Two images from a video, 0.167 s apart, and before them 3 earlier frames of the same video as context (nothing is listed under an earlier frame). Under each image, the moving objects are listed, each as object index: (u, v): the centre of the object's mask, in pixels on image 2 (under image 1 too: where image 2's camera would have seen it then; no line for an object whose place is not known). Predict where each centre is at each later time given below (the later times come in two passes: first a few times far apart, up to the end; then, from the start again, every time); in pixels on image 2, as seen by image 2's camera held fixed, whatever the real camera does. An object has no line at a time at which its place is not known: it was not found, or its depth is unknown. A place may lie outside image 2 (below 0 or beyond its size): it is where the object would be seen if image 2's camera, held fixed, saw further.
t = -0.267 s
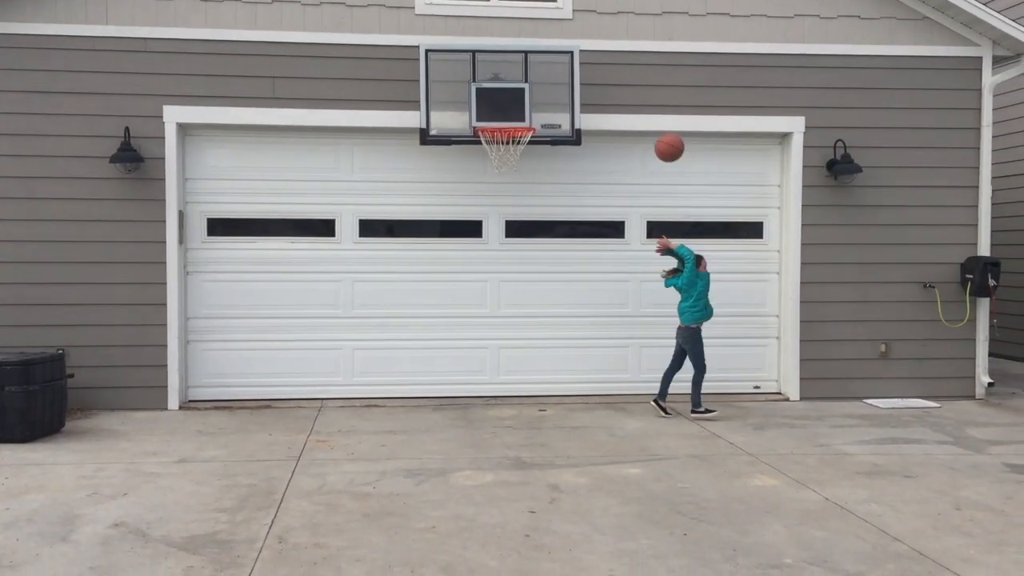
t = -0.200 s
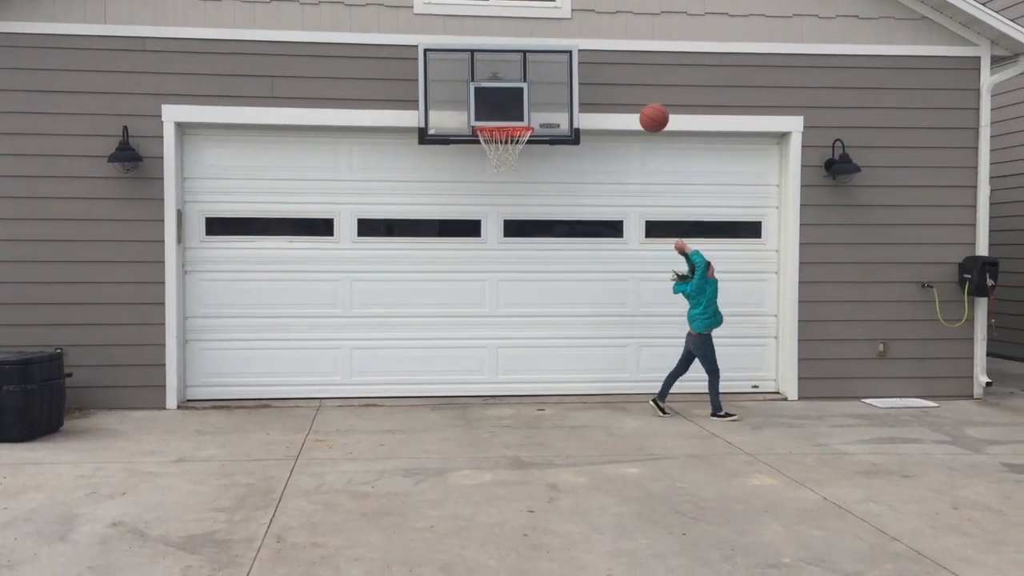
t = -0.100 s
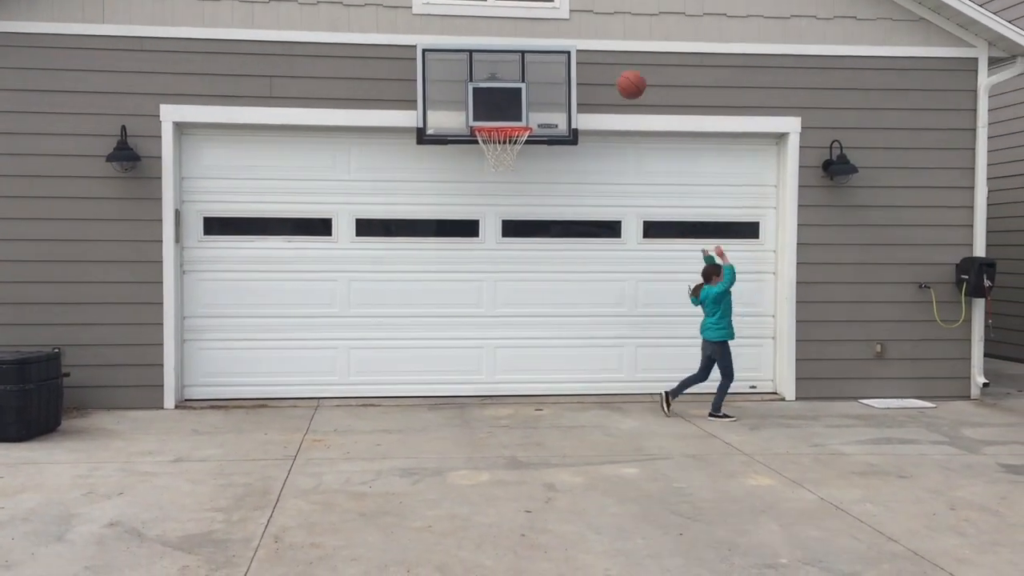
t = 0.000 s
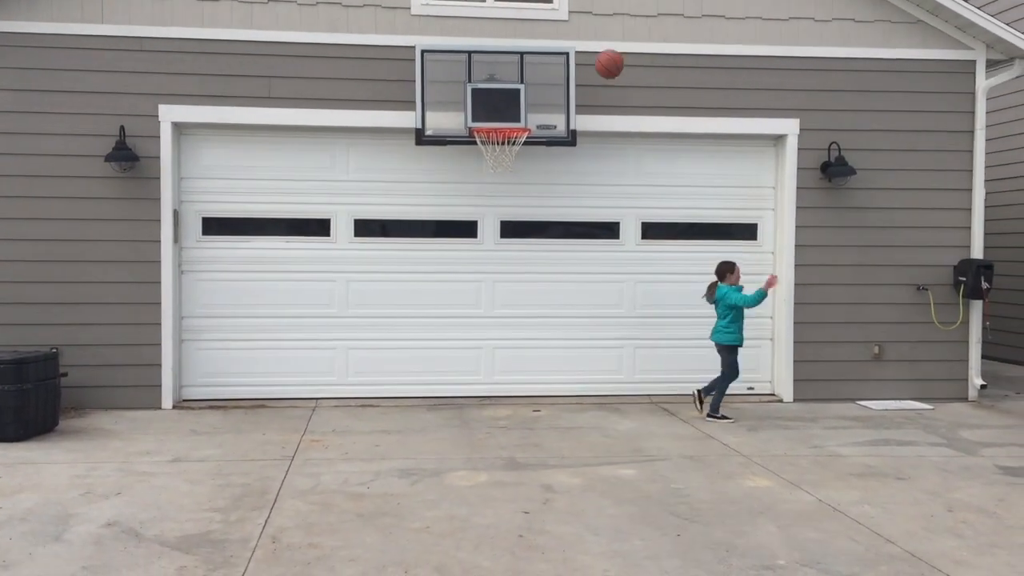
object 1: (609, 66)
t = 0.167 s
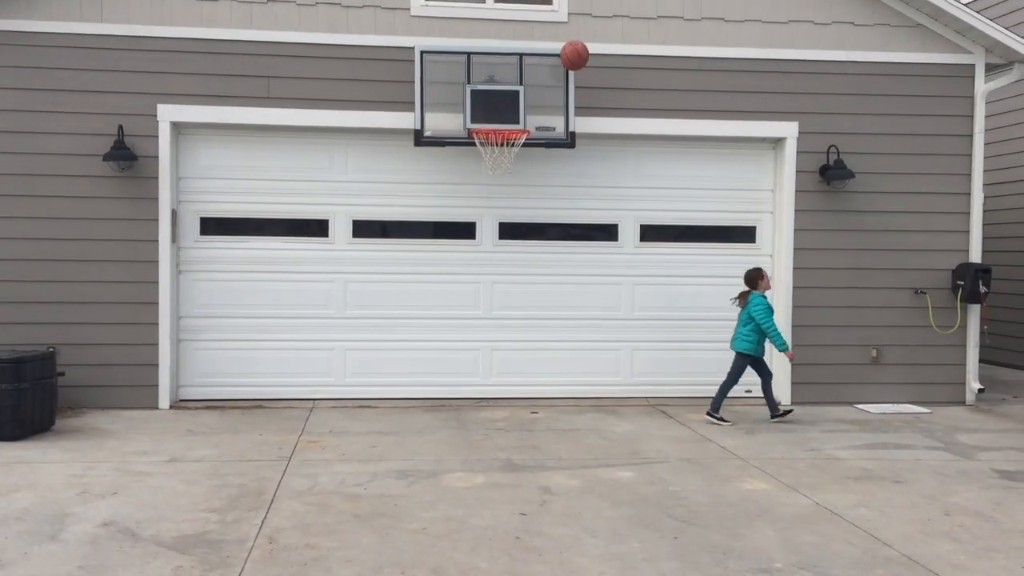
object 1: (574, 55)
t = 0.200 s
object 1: (567, 57)
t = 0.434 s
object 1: (519, 107)
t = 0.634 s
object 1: (511, 95)
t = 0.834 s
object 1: (510, 105)
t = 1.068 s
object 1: (500, 170)
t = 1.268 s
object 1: (482, 253)
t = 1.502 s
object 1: (460, 406)
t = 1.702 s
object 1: (445, 289)
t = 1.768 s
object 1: (440, 262)
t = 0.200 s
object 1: (567, 57)
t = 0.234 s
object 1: (561, 60)
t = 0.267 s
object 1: (553, 65)
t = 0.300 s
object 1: (547, 71)
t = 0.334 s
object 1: (540, 78)
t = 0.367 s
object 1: (533, 86)
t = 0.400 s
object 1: (526, 96)
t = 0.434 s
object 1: (519, 107)
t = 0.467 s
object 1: (513, 117)
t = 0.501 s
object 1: (511, 112)
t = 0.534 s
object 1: (511, 105)
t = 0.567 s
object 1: (511, 101)
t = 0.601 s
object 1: (511, 97)
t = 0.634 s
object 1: (511, 95)
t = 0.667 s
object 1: (511, 93)
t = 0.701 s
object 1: (511, 93)
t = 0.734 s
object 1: (511, 95)
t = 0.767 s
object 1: (510, 97)
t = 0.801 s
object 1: (511, 101)
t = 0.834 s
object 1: (510, 105)
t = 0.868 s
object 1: (510, 112)
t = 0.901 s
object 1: (510, 117)
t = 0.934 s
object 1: (510, 123)
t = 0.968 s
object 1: (509, 140)
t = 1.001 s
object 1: (506, 150)
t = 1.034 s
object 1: (503, 160)
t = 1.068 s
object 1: (500, 170)
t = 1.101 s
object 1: (497, 181)
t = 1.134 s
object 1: (494, 193)
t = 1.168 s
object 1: (491, 206)
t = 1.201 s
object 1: (488, 220)
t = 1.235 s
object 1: (485, 236)
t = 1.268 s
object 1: (482, 253)
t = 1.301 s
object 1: (479, 271)
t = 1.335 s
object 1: (476, 291)
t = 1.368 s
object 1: (472, 312)
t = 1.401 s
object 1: (470, 335)
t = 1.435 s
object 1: (467, 358)
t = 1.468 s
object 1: (463, 383)
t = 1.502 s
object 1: (460, 406)
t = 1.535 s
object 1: (458, 383)
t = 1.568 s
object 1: (456, 361)
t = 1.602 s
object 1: (453, 341)
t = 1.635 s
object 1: (450, 322)
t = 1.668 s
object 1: (448, 305)
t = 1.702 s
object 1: (445, 289)
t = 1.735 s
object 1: (443, 275)
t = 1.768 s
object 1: (440, 262)
